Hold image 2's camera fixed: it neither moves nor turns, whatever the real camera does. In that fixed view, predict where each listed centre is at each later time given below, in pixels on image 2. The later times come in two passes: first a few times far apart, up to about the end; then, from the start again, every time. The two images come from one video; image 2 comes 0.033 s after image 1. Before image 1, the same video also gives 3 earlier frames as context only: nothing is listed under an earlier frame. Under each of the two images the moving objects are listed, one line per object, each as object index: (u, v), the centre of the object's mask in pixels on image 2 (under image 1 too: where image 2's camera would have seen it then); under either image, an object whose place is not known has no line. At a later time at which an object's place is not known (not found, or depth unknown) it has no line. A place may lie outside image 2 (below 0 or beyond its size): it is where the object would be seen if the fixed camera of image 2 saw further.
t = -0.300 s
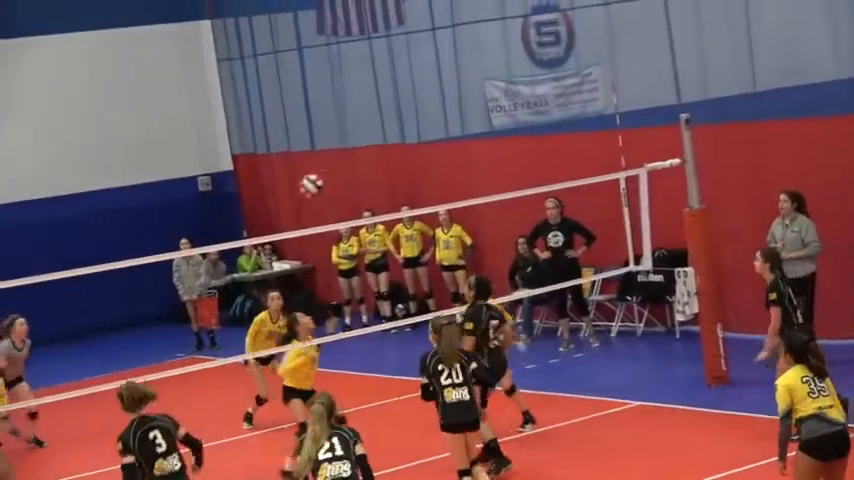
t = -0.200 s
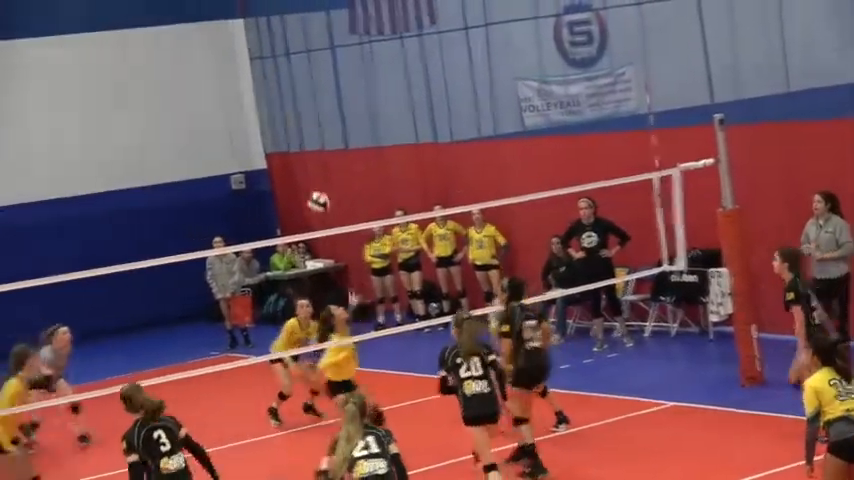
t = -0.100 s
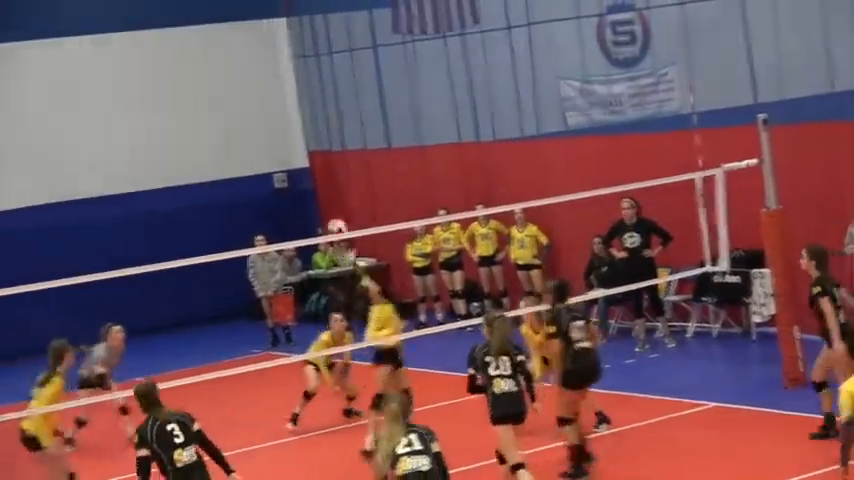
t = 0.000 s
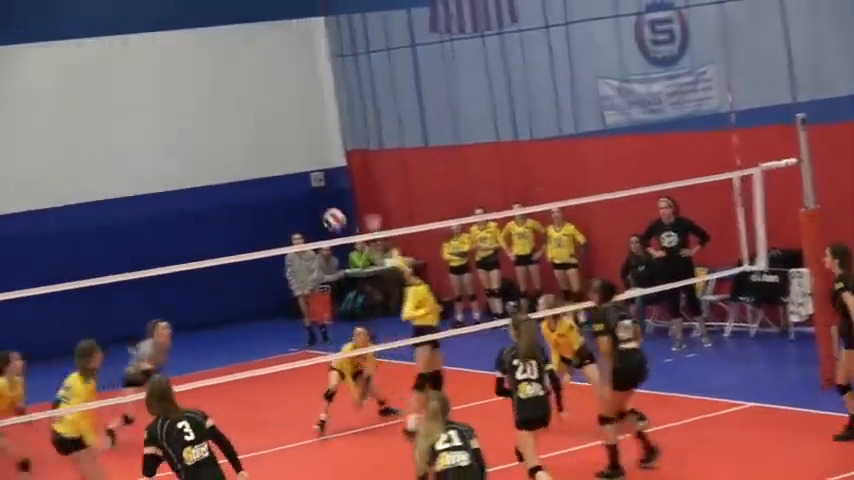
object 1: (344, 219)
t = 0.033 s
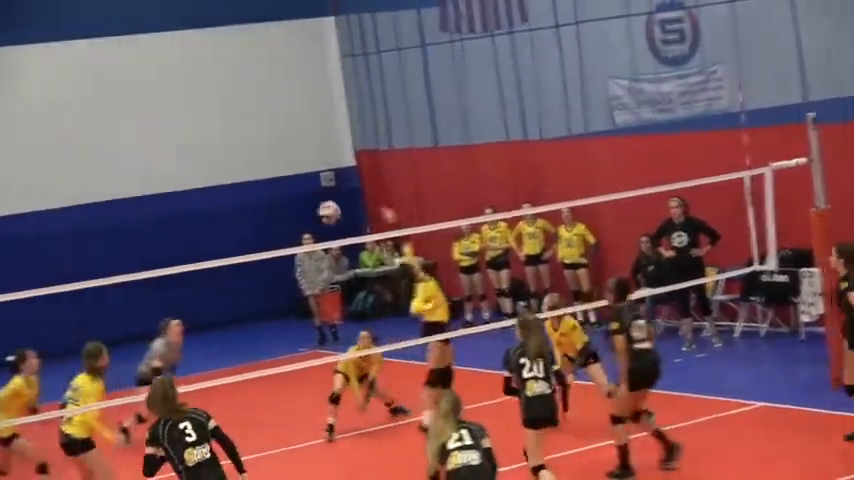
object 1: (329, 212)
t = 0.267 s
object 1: (225, 192)
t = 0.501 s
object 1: (132, 229)
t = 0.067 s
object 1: (313, 205)
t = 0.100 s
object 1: (299, 200)
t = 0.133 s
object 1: (283, 196)
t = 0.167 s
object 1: (269, 194)
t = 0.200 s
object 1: (255, 192)
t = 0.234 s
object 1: (240, 191)
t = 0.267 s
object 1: (225, 192)
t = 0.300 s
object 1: (212, 194)
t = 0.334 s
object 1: (198, 197)
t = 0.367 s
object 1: (185, 201)
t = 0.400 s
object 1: (171, 206)
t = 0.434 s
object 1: (158, 213)
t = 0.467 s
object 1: (145, 220)
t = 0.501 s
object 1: (132, 229)
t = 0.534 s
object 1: (119, 239)
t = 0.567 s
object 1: (107, 250)
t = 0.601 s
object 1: (96, 263)
